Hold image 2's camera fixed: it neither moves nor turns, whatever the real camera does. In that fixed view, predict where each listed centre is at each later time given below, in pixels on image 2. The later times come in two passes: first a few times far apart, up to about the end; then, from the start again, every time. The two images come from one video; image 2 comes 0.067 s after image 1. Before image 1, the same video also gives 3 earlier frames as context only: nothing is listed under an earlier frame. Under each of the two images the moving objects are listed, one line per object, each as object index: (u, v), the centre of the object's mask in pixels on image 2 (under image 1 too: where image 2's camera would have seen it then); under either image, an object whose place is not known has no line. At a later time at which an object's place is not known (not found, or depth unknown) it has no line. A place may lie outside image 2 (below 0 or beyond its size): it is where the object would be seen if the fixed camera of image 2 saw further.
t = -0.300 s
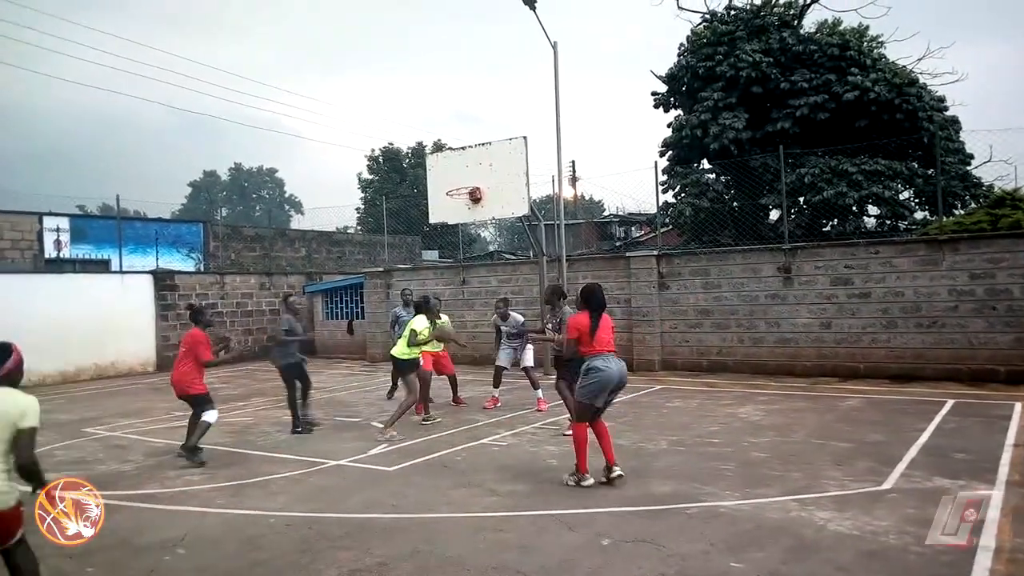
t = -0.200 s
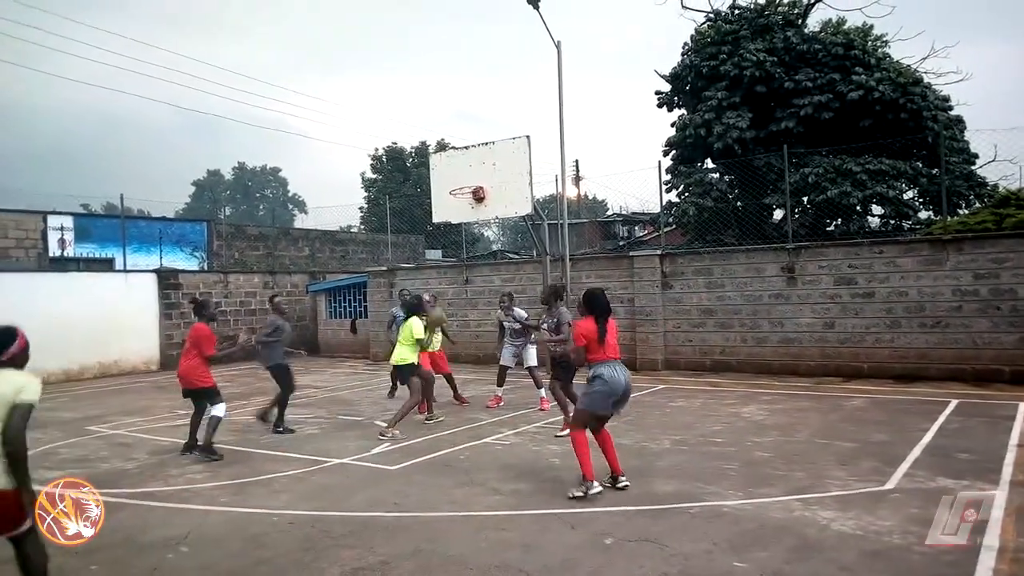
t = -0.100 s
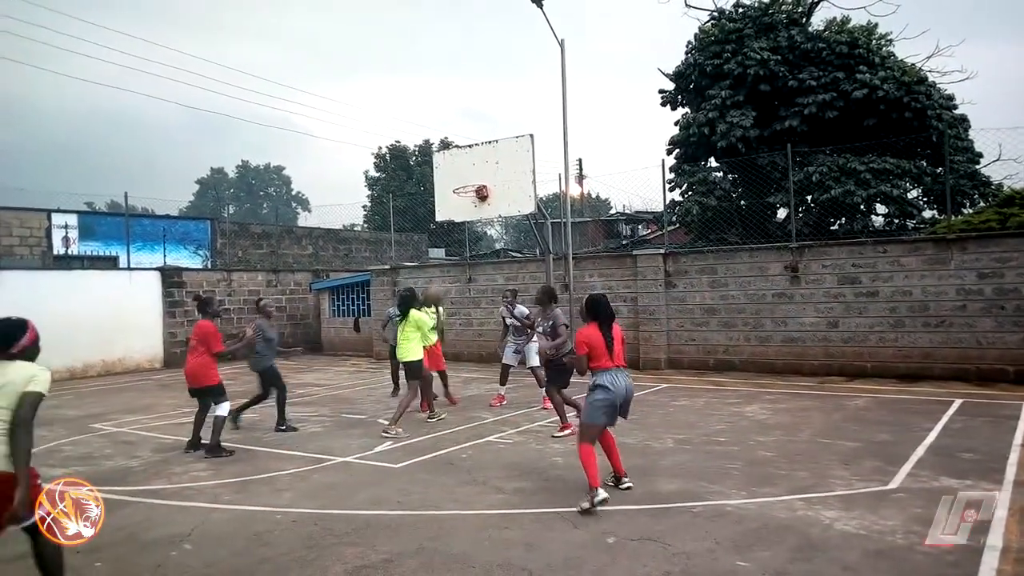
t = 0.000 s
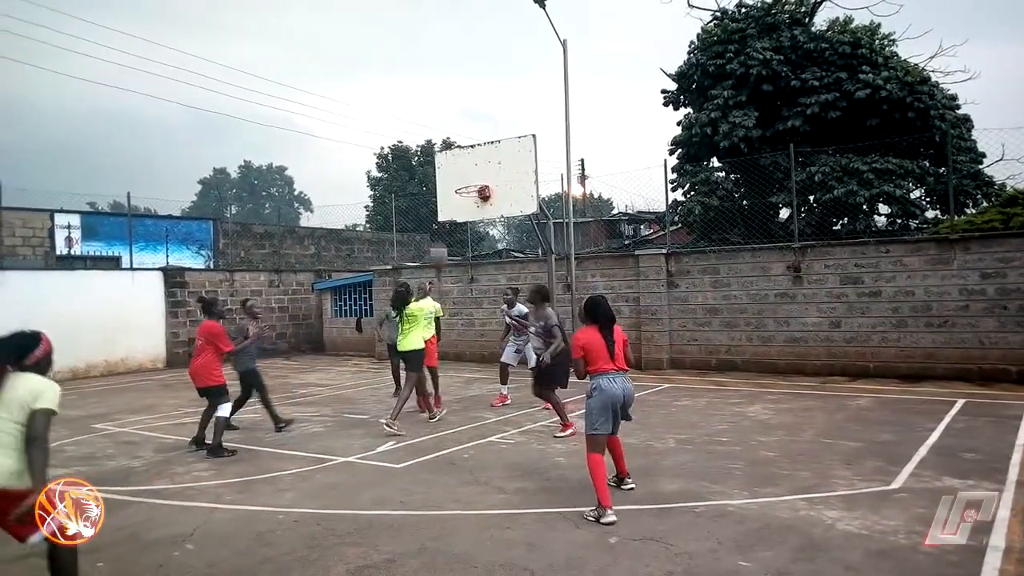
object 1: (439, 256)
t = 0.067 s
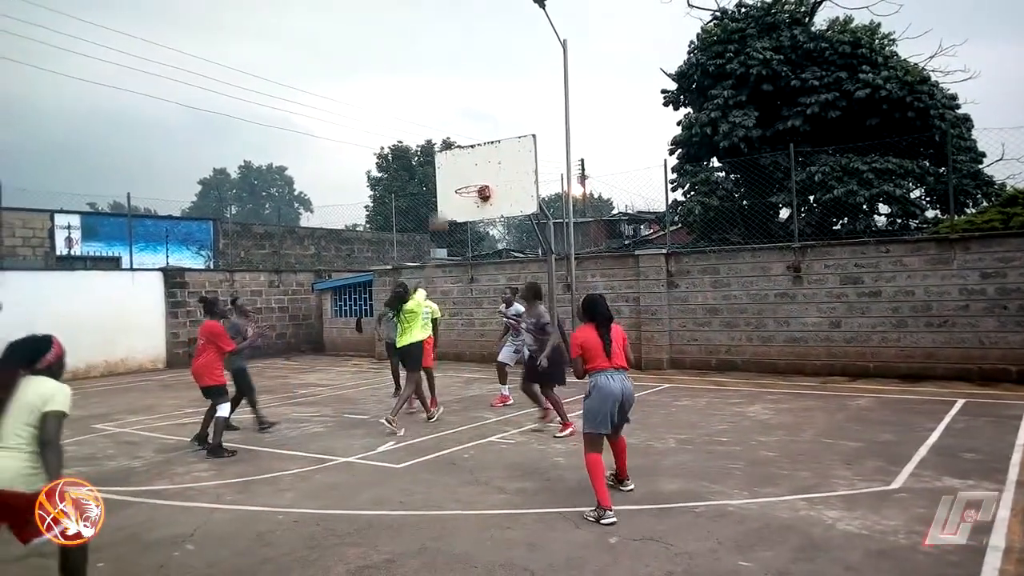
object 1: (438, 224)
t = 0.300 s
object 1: (445, 142)
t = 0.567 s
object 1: (452, 106)
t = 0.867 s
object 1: (463, 126)
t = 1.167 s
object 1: (473, 202)
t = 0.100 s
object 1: (442, 207)
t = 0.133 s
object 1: (442, 194)
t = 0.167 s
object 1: (443, 181)
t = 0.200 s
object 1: (443, 169)
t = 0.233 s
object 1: (444, 159)
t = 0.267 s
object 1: (444, 149)
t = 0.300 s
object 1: (445, 142)
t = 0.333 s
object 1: (446, 134)
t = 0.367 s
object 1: (447, 127)
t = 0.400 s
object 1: (448, 121)
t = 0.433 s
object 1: (449, 116)
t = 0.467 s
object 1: (450, 112)
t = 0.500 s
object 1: (450, 109)
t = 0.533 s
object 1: (451, 107)
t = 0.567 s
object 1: (452, 106)
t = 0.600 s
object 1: (453, 105)
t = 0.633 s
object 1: (455, 105)
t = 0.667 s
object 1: (456, 106)
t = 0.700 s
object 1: (457, 108)
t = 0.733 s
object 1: (458, 110)
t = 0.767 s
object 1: (459, 113)
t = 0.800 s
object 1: (460, 117)
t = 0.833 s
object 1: (461, 121)
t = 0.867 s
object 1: (463, 126)
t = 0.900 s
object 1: (464, 132)
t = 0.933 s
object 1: (465, 138)
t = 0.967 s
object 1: (466, 146)
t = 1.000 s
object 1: (467, 153)
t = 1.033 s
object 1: (468, 161)
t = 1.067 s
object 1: (469, 170)
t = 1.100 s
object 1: (470, 179)
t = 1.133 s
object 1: (472, 189)
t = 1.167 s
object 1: (473, 202)
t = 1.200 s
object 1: (475, 212)
